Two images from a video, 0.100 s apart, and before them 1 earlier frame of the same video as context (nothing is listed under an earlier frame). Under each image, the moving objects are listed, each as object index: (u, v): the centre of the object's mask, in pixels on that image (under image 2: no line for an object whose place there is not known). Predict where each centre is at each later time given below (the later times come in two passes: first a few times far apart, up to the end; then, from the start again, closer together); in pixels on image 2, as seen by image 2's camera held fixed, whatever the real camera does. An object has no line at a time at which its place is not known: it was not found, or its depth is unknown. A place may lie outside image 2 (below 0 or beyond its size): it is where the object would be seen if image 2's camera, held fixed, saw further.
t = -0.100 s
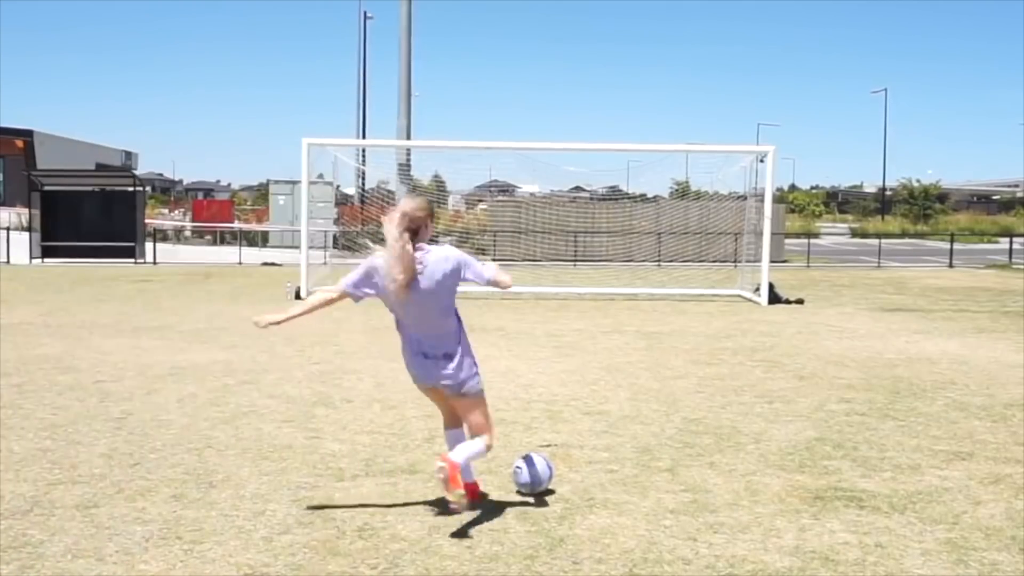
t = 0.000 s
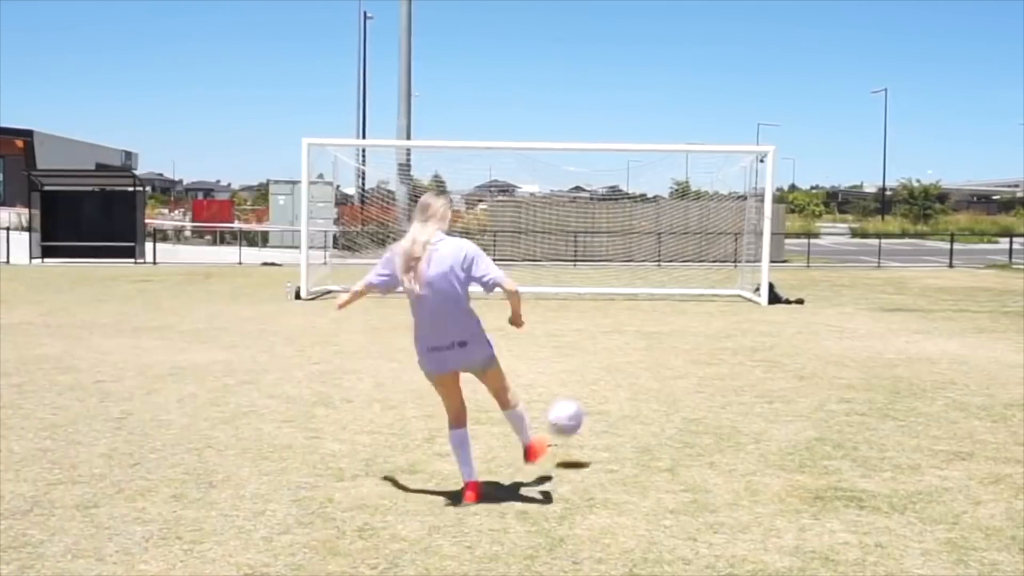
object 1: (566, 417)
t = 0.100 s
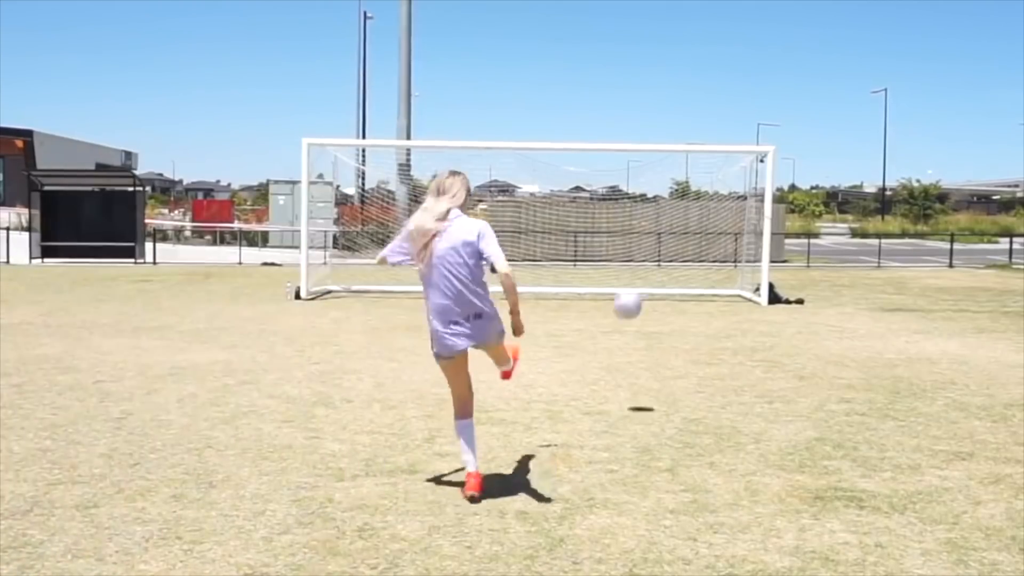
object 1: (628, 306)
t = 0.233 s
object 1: (674, 219)
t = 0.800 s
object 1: (734, 189)
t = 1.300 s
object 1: (751, 174)
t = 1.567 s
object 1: (734, 170)
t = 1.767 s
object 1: (720, 193)
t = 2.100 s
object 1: (692, 289)
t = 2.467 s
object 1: (685, 234)
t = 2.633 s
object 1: (680, 228)
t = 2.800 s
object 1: (675, 235)
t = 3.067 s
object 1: (666, 286)
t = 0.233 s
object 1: (674, 219)
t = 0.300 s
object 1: (688, 193)
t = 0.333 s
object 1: (697, 185)
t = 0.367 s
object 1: (701, 178)
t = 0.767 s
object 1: (731, 168)
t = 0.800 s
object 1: (734, 189)
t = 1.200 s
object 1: (756, 186)
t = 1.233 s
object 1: (755, 181)
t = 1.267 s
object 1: (753, 177)
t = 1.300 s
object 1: (751, 174)
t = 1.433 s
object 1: (742, 167)
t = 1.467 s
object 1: (740, 167)
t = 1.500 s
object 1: (738, 167)
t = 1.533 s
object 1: (736, 169)
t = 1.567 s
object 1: (734, 170)
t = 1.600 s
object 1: (731, 173)
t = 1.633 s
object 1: (729, 176)
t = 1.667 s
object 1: (726, 179)
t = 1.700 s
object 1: (724, 185)
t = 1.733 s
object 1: (721, 188)
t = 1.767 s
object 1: (720, 193)
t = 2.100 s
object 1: (692, 289)
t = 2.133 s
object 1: (690, 299)
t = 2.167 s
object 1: (689, 290)
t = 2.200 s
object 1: (689, 282)
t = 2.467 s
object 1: (685, 234)
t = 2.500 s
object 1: (684, 231)
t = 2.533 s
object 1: (683, 230)
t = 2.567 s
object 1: (682, 228)
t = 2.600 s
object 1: (681, 227)
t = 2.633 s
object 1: (680, 228)
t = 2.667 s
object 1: (679, 228)
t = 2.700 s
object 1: (679, 229)
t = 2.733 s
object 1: (677, 231)
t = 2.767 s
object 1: (676, 232)
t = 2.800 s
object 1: (675, 235)
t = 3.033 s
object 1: (668, 277)
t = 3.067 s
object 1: (666, 286)
